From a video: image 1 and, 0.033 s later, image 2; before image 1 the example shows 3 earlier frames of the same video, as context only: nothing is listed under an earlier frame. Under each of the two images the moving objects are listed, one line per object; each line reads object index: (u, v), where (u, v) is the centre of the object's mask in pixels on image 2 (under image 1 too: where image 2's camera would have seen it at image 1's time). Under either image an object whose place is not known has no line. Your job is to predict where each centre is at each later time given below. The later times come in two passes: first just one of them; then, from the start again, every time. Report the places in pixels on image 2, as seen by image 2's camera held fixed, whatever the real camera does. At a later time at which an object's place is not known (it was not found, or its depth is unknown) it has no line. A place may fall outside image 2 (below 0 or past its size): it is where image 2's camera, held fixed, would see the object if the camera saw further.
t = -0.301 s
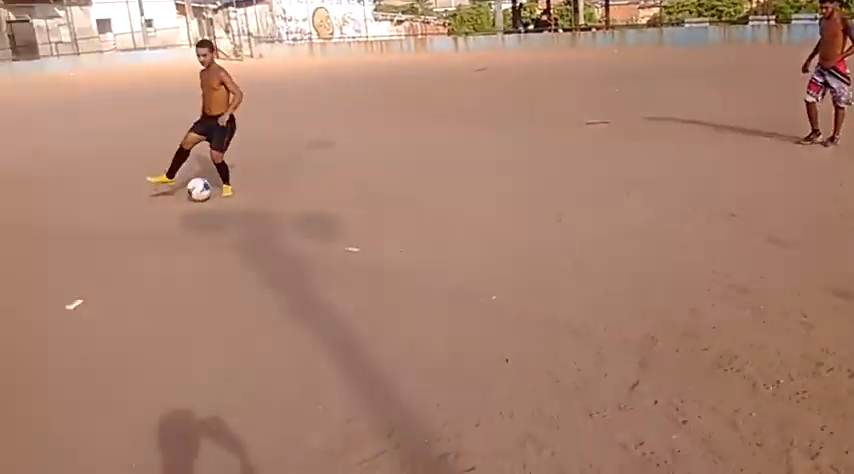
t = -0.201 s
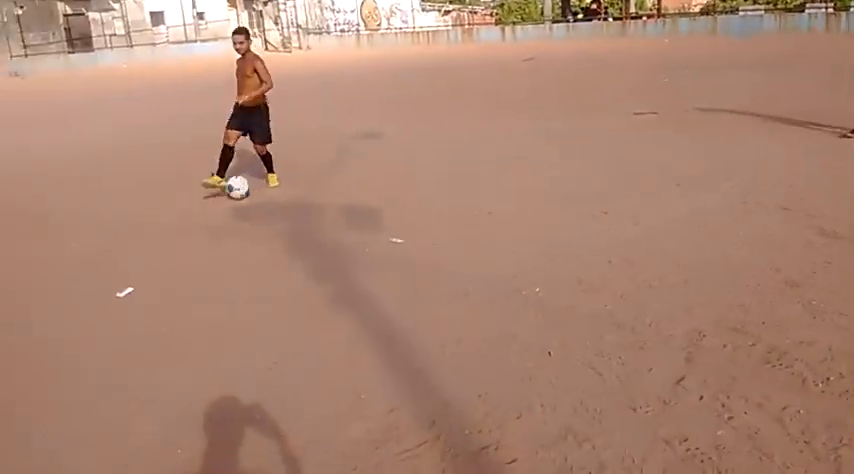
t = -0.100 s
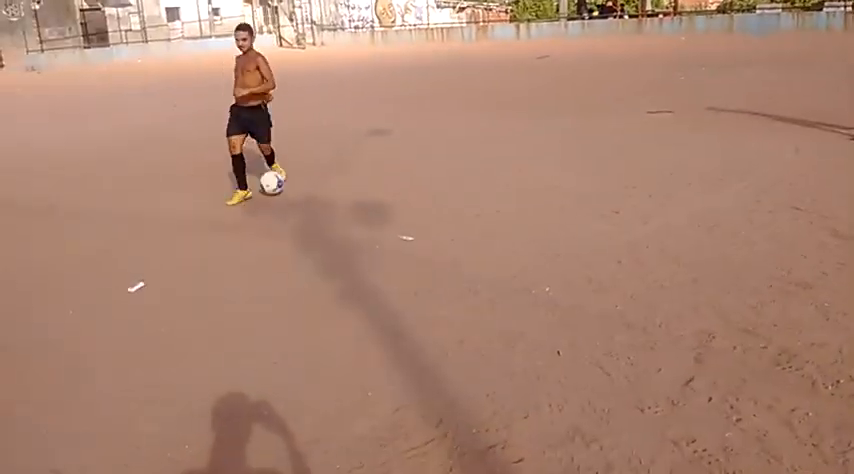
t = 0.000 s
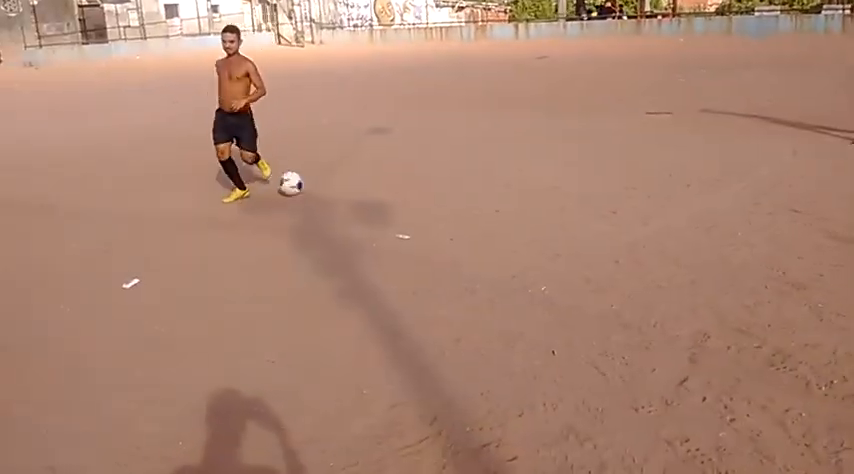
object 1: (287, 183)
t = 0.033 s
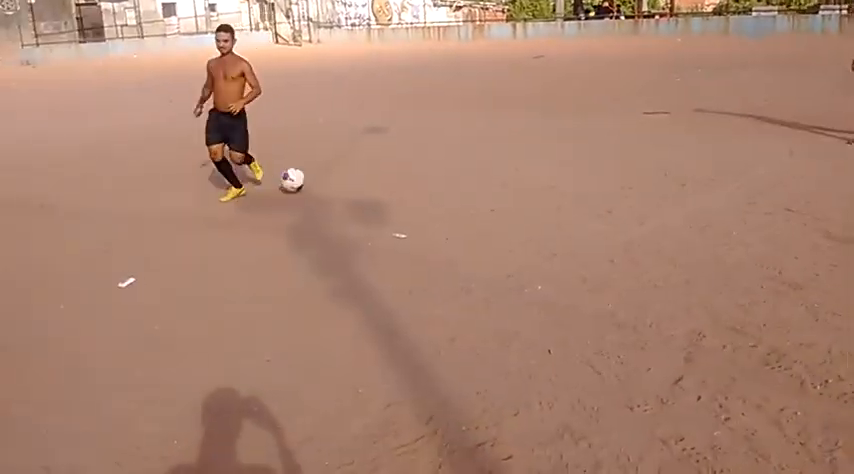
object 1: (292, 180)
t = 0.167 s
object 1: (314, 178)
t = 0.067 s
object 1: (298, 178)
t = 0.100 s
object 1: (303, 178)
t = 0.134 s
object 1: (308, 178)
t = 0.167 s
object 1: (314, 178)
